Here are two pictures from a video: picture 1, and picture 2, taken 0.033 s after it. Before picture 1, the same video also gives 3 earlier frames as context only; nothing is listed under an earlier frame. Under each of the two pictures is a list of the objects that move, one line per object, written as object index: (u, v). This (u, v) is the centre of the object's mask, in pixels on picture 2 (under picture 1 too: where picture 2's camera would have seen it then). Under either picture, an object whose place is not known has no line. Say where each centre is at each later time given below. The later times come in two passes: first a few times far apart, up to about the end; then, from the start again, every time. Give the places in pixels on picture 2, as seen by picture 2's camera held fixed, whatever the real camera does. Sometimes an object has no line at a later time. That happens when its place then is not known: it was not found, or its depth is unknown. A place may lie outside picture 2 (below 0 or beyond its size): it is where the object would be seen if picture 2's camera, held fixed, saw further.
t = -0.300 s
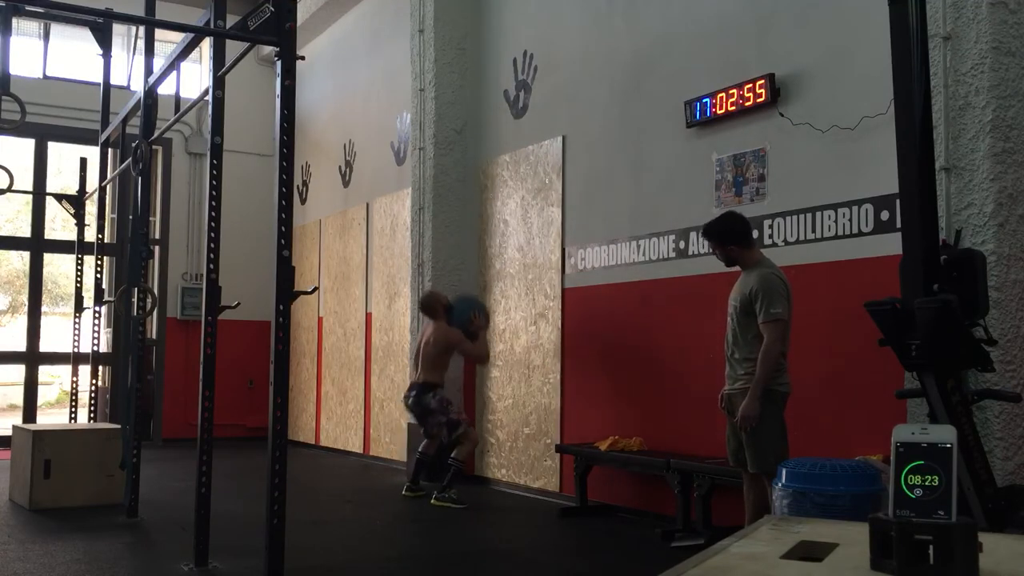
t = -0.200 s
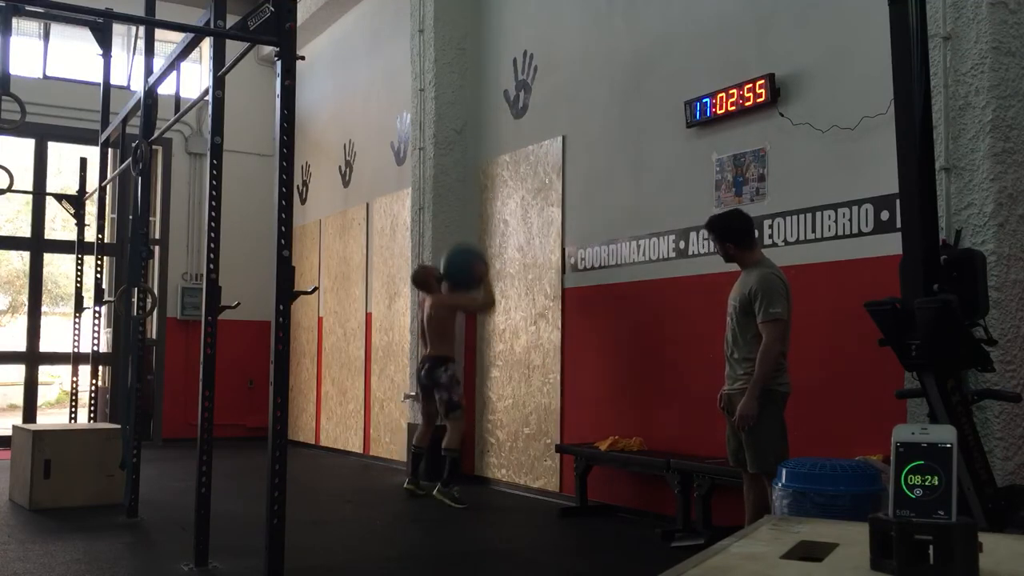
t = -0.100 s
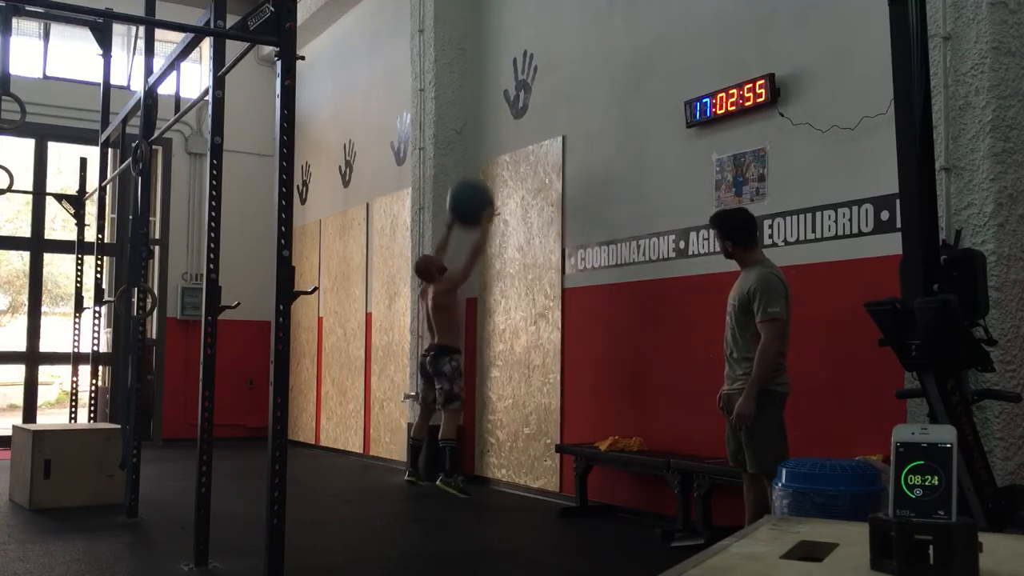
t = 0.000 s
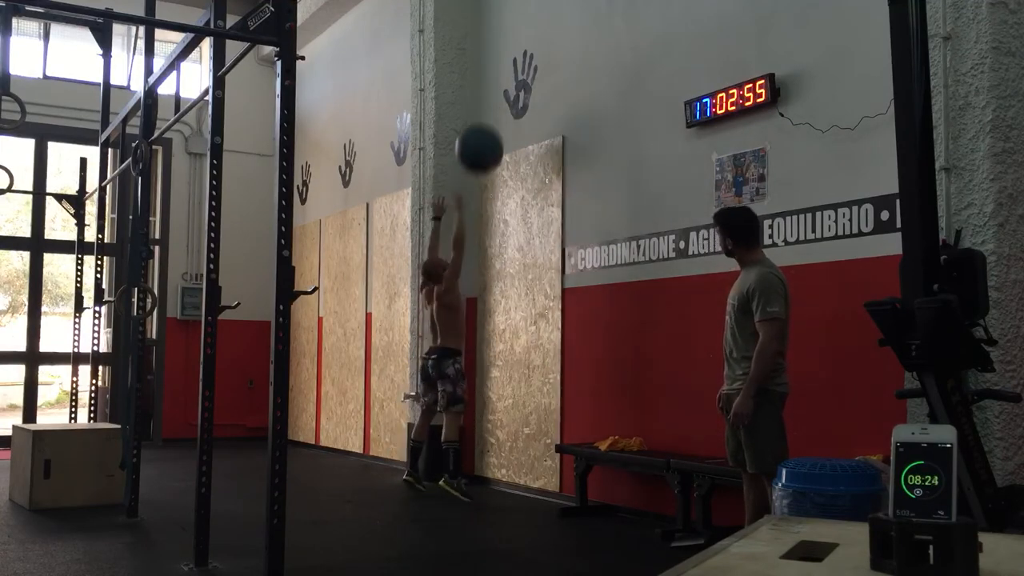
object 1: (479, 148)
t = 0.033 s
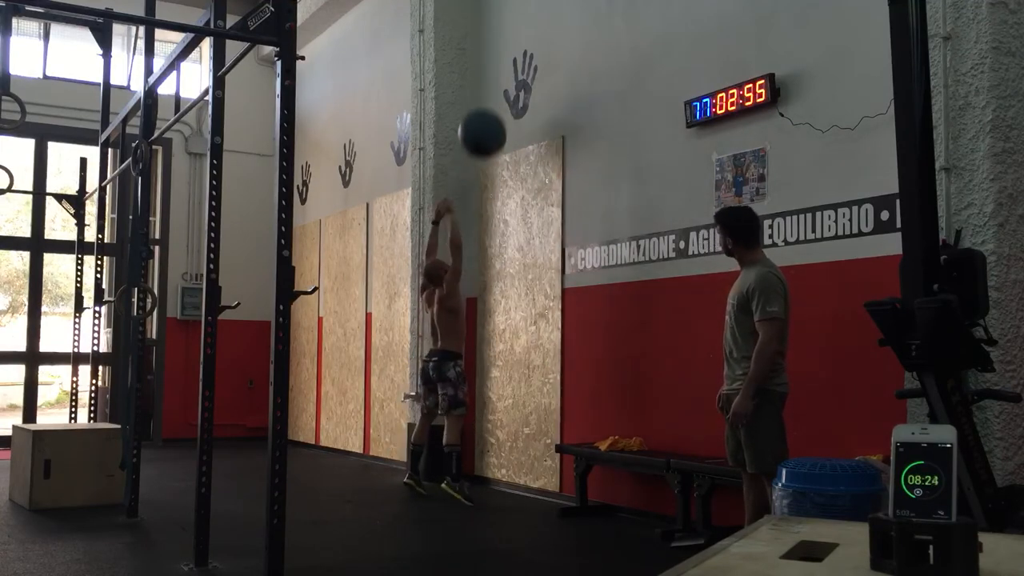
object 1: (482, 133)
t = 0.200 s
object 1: (496, 80)
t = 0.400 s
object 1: (508, 65)
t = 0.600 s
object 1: (498, 95)
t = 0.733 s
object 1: (491, 144)
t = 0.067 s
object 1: (485, 119)
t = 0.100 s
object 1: (488, 107)
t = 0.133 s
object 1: (491, 97)
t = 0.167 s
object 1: (494, 88)
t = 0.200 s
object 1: (496, 80)
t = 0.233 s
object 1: (499, 74)
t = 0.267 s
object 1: (502, 70)
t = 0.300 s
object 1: (504, 67)
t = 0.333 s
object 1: (507, 65)
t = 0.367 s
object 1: (508, 65)
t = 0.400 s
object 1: (508, 65)
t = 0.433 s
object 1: (506, 67)
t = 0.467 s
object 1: (504, 70)
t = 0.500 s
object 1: (503, 74)
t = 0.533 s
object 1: (501, 80)
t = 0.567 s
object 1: (500, 87)
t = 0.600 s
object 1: (498, 95)
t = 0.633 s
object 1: (496, 105)
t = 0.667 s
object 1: (495, 117)
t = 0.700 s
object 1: (493, 130)
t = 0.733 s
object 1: (491, 144)
